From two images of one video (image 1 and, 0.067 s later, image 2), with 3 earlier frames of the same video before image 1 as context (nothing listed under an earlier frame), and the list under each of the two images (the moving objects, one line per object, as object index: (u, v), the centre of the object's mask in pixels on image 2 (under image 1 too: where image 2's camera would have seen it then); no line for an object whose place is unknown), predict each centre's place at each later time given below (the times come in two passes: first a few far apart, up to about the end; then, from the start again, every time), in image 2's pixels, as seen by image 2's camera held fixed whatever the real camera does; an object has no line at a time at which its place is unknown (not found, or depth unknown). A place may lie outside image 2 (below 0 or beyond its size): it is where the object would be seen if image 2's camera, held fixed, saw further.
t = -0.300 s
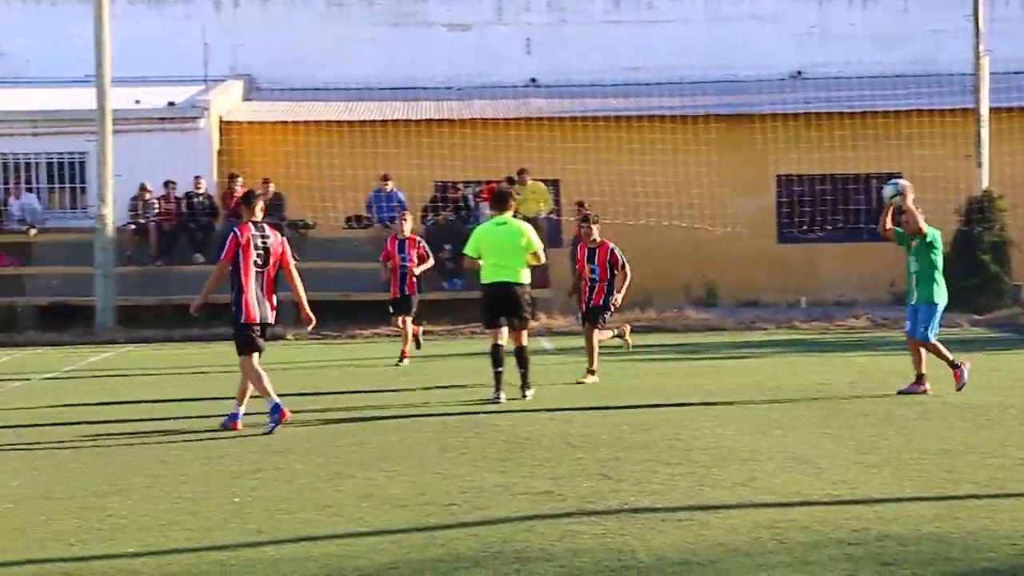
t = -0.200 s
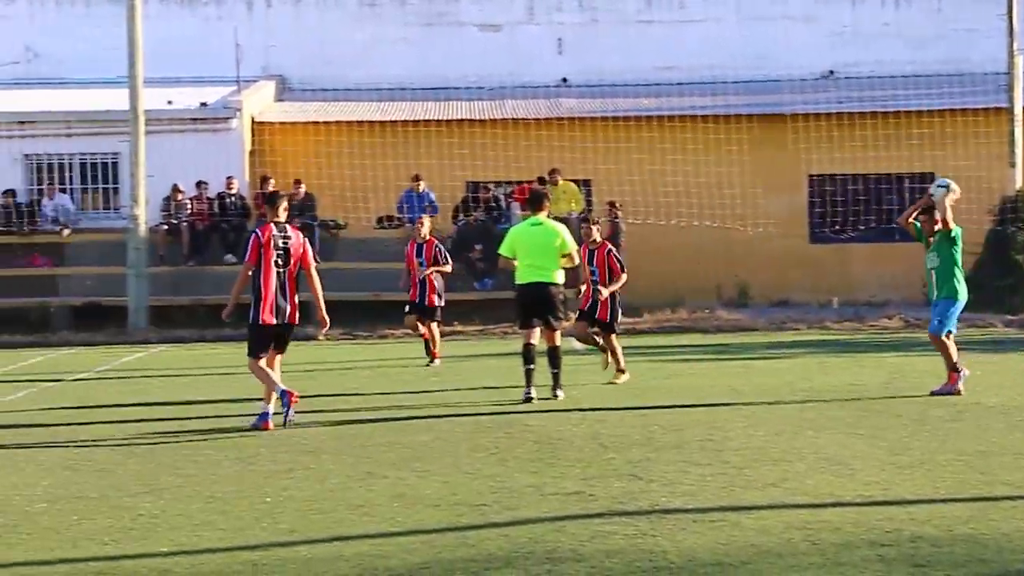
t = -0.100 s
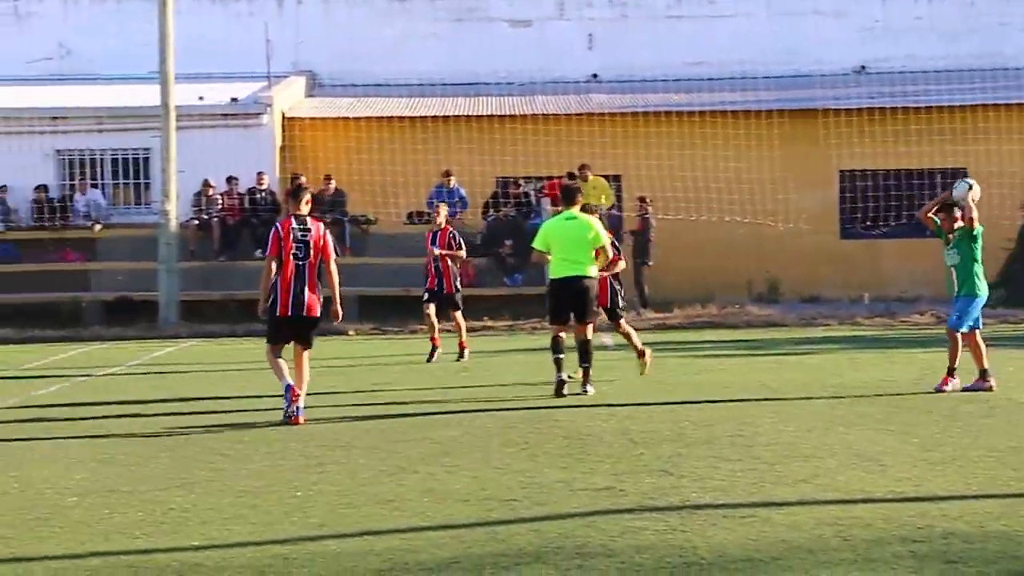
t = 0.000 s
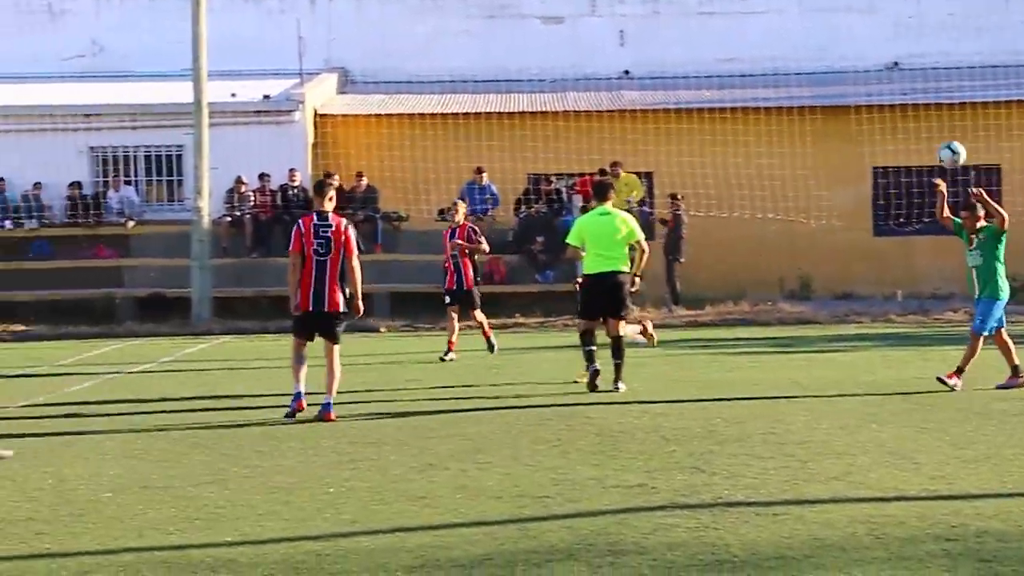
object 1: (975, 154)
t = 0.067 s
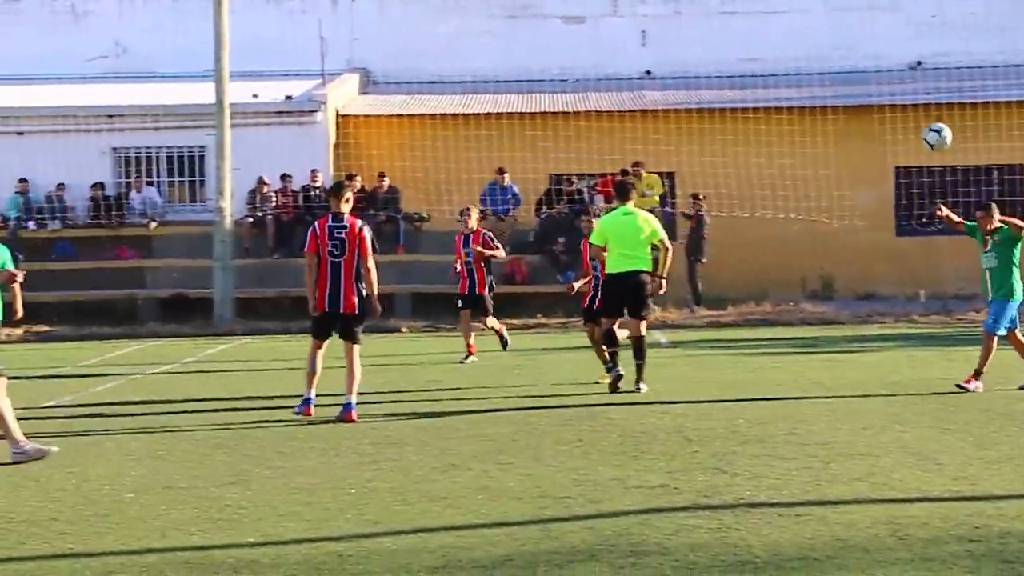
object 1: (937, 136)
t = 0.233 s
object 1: (843, 117)
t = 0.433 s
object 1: (725, 139)
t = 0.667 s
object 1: (581, 233)
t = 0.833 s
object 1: (473, 353)
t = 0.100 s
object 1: (919, 130)
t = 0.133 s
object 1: (900, 124)
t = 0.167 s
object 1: (881, 120)
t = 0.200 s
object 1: (861, 118)
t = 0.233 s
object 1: (843, 117)
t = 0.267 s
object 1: (823, 117)
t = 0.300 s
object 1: (803, 118)
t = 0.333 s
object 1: (784, 122)
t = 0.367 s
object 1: (765, 126)
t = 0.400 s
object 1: (745, 132)
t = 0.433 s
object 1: (725, 139)
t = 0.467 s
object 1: (705, 147)
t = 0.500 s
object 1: (685, 158)
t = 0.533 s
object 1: (665, 169)
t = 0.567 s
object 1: (644, 183)
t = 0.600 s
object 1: (624, 197)
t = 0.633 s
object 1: (602, 214)
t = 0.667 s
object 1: (581, 233)
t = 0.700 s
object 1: (560, 254)
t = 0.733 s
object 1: (539, 275)
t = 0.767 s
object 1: (516, 301)
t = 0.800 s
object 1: (496, 324)
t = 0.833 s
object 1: (473, 353)
